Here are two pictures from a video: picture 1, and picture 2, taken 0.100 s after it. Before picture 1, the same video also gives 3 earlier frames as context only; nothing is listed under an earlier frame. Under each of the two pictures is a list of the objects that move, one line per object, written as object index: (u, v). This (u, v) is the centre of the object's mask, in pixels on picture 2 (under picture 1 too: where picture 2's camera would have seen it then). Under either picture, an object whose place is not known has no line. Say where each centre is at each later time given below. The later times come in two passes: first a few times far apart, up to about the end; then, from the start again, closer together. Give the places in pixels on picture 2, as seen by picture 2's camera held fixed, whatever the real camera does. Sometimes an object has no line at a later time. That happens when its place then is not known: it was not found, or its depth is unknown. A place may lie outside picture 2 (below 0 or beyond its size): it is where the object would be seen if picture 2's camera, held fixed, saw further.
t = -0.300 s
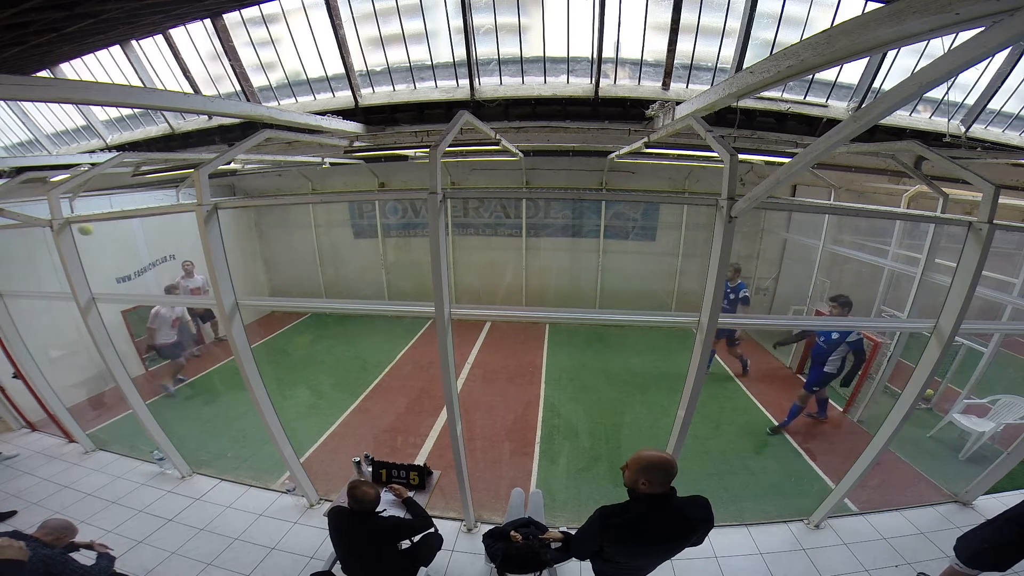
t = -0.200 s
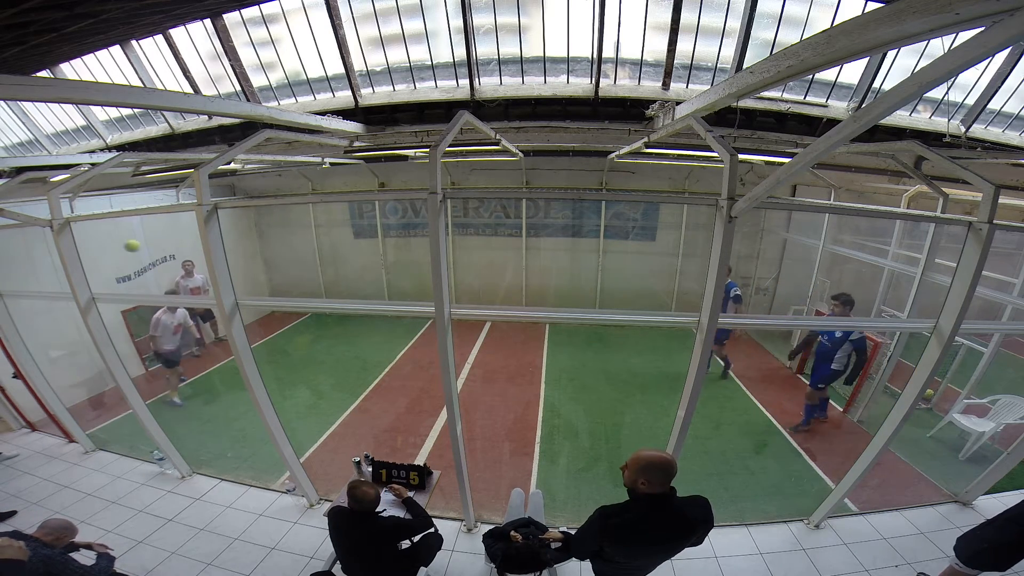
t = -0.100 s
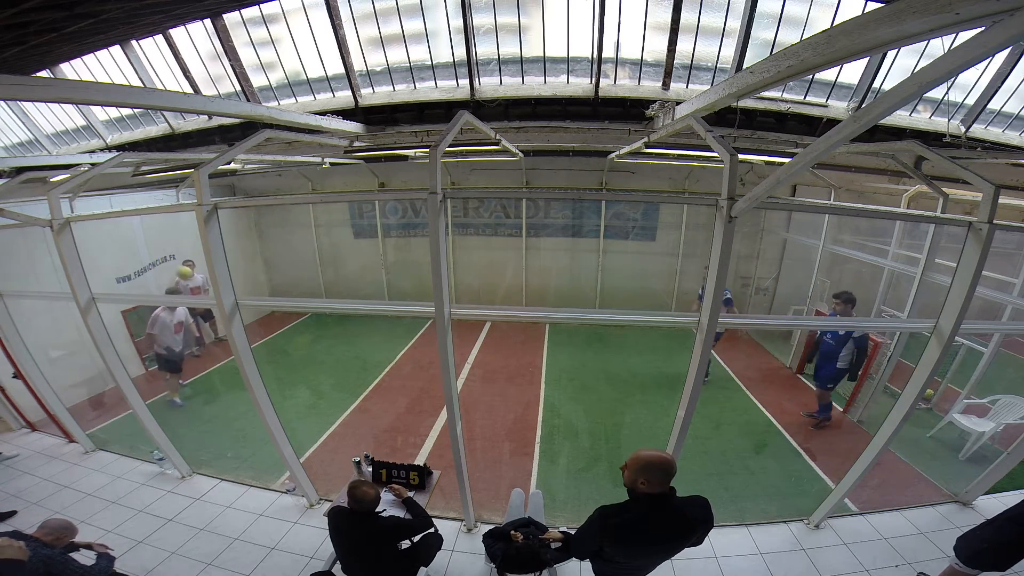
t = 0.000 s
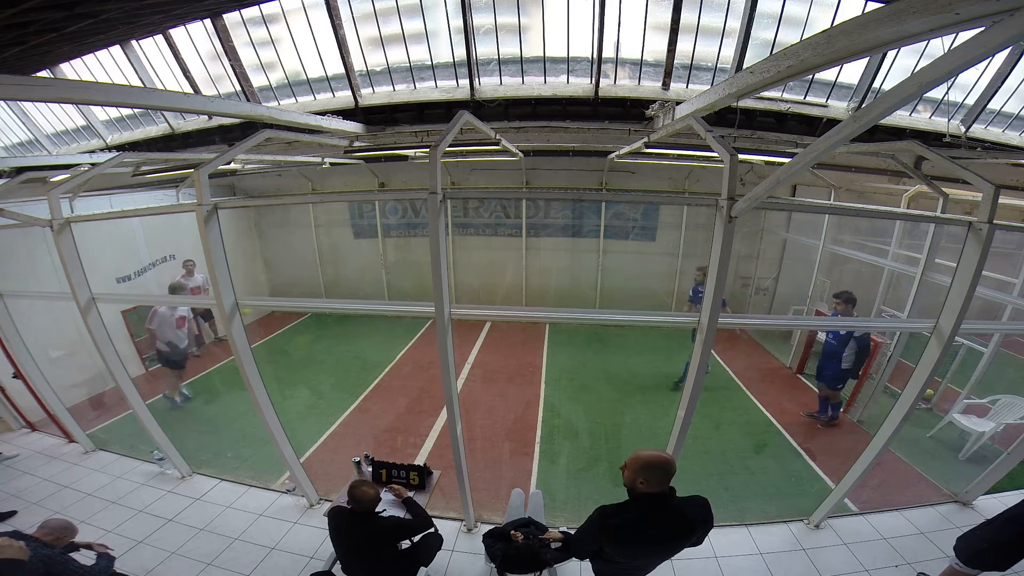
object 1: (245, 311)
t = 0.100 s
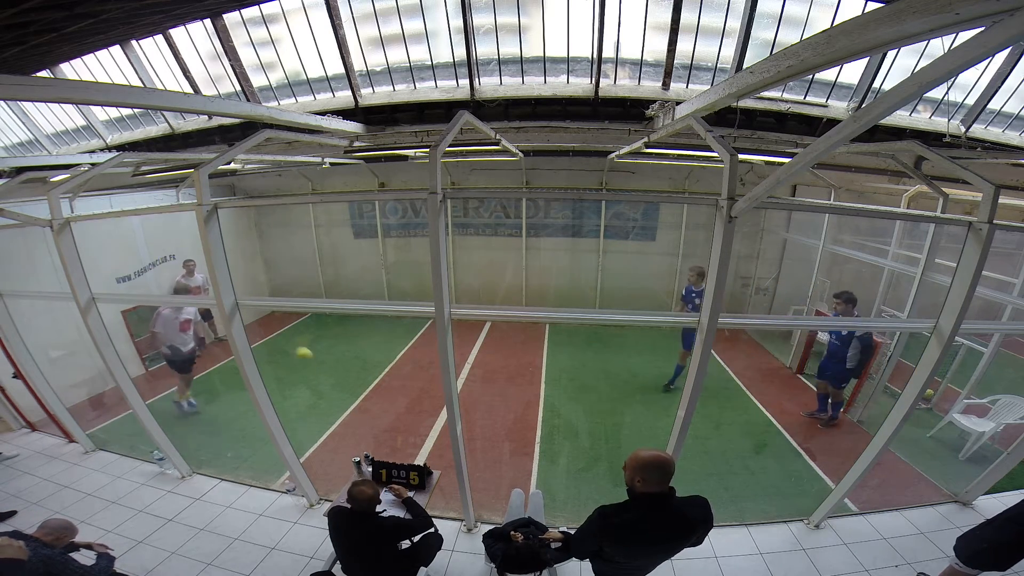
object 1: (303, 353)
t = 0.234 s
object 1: (376, 398)
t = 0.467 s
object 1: (433, 325)
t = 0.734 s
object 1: (526, 282)
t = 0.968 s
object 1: (604, 296)
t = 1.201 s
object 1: (667, 351)
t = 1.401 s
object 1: (709, 391)
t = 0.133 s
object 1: (324, 369)
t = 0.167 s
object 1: (345, 385)
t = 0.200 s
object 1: (366, 403)
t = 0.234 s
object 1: (376, 398)
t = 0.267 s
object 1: (384, 386)
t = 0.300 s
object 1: (392, 375)
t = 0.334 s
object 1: (401, 364)
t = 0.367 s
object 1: (409, 353)
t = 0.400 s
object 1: (419, 342)
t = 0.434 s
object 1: (428, 333)
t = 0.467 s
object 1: (433, 325)
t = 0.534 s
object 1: (460, 303)
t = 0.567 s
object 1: (471, 300)
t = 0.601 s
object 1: (482, 296)
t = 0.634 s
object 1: (493, 291)
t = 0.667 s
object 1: (504, 287)
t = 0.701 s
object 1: (515, 284)
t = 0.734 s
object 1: (526, 282)
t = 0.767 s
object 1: (537, 281)
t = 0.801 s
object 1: (548, 281)
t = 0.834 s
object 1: (560, 282)
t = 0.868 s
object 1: (571, 285)
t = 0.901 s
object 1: (582, 287)
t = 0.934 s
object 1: (593, 291)
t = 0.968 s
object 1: (604, 296)
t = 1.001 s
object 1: (614, 301)
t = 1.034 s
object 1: (623, 306)
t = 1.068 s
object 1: (633, 310)
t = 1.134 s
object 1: (651, 332)
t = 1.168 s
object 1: (659, 342)
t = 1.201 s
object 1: (667, 351)
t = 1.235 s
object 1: (674, 361)
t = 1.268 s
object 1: (680, 371)
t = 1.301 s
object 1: (683, 380)
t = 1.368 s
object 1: (701, 401)
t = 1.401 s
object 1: (709, 391)
